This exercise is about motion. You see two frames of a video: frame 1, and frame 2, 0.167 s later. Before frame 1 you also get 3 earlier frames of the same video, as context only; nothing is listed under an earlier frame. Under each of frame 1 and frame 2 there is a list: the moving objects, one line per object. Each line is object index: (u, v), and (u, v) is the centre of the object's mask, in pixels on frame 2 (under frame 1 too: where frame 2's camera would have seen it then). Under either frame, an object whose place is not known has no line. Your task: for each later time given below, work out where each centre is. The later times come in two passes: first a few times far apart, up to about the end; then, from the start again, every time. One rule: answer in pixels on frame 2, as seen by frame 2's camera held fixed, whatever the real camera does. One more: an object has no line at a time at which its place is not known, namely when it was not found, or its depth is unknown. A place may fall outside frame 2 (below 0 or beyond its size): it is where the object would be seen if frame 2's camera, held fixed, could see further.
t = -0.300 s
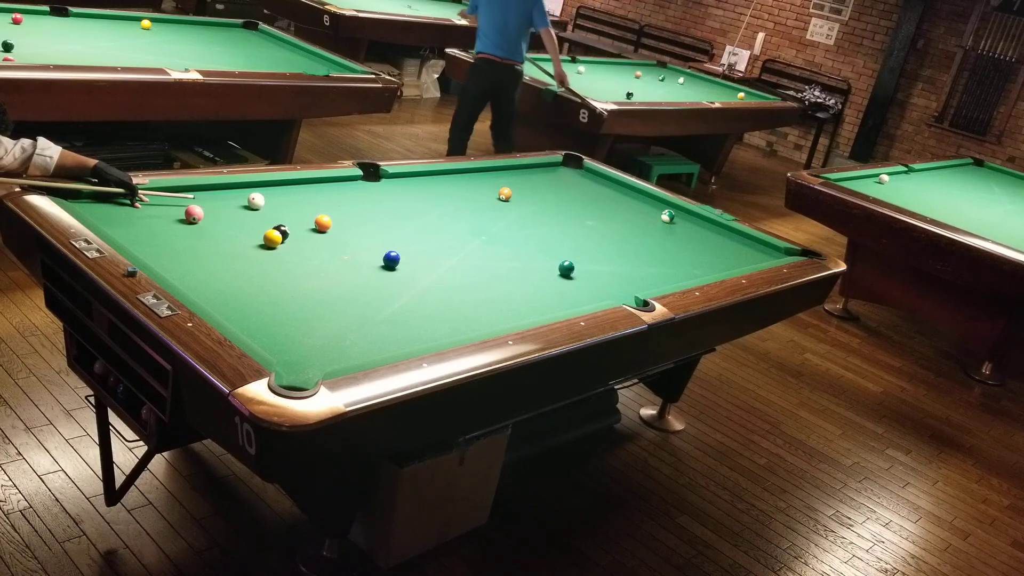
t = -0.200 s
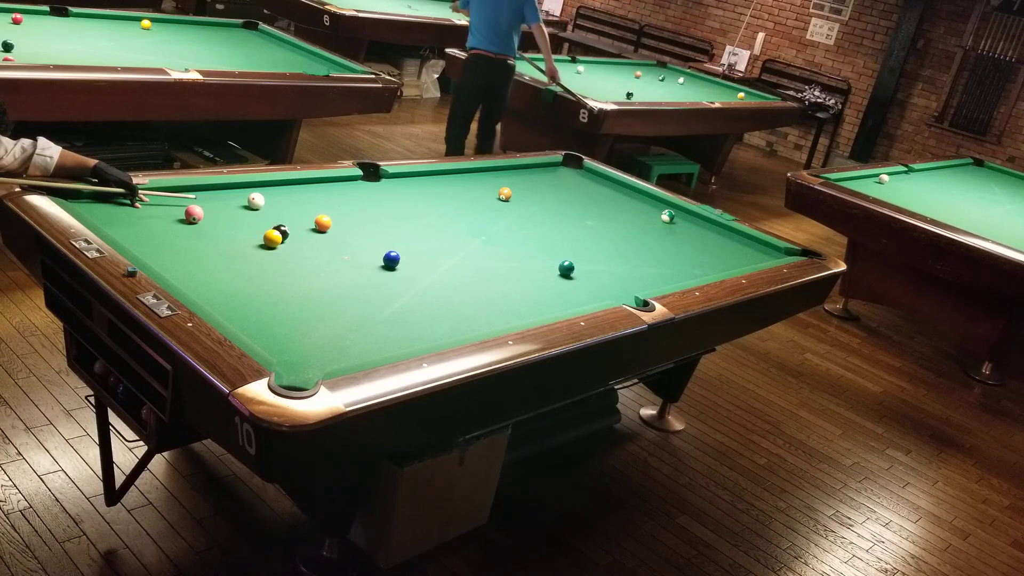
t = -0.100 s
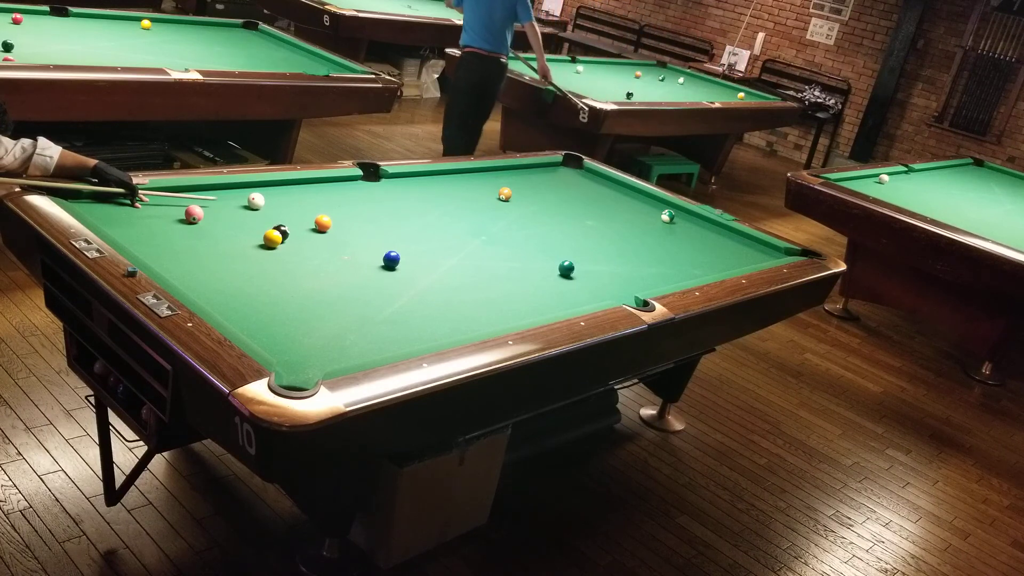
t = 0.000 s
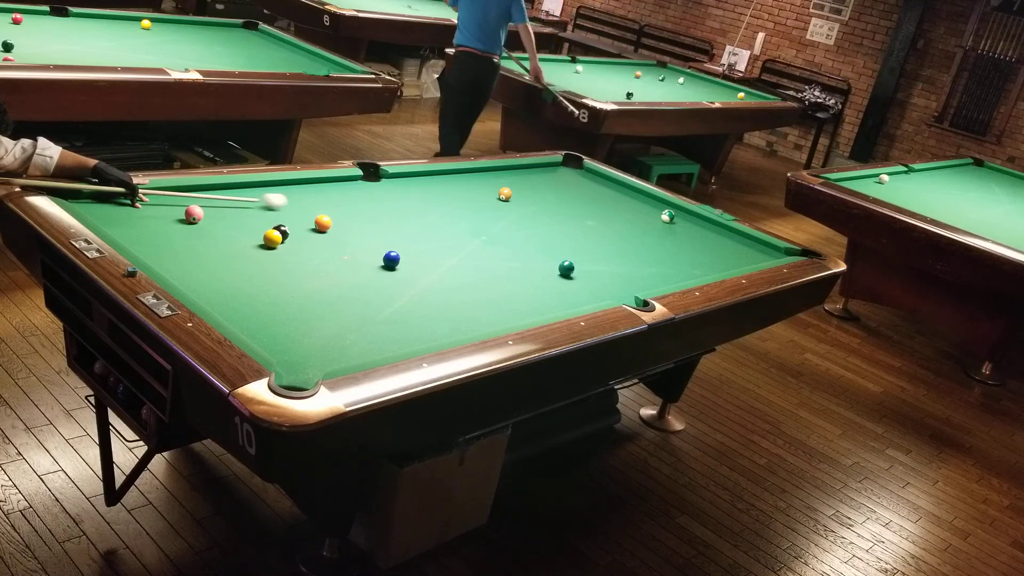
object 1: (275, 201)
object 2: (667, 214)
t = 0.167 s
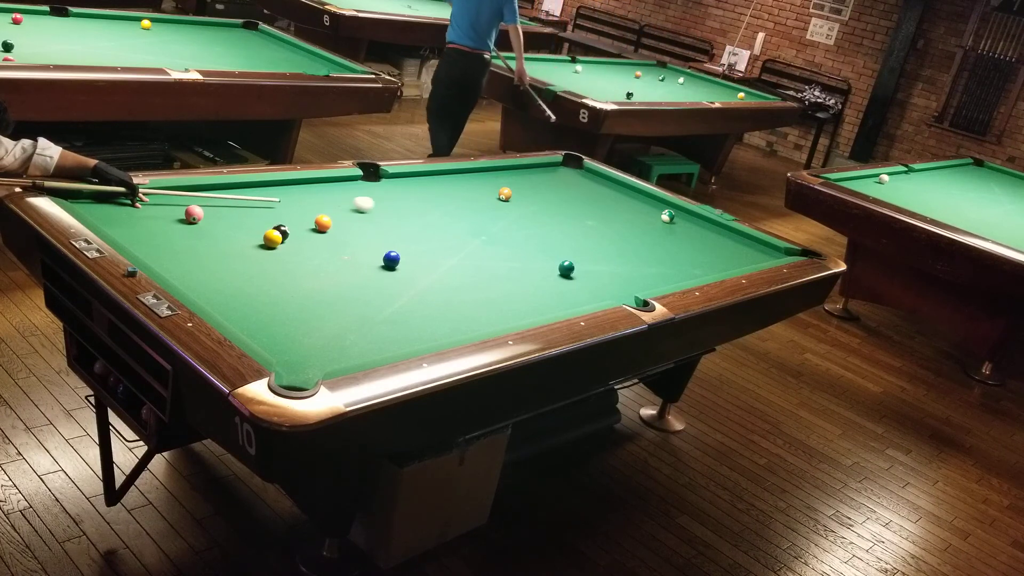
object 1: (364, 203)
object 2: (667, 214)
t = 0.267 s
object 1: (406, 205)
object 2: (667, 214)
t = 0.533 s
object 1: (507, 208)
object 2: (667, 214)
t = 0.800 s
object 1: (596, 211)
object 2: (667, 214)
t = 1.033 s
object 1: (656, 211)
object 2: (675, 217)
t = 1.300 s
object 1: (660, 203)
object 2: (727, 230)
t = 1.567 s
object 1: (632, 202)
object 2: (756, 242)
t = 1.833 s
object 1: (603, 201)
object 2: (774, 253)
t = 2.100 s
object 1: (575, 201)
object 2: (766, 254)
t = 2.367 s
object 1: (547, 200)
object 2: (747, 249)
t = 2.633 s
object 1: (519, 199)
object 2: (730, 245)
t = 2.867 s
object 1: (494, 198)
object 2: (716, 242)
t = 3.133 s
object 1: (467, 198)
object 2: (702, 239)
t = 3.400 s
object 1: (440, 197)
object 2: (687, 236)
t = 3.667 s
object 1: (414, 196)
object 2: (675, 233)
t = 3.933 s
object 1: (388, 196)
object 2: (665, 231)
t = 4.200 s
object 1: (362, 195)
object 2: (656, 229)
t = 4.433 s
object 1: (340, 194)
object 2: (648, 227)
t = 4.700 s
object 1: (316, 193)
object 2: (642, 225)
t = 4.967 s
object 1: (293, 193)
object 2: (637, 224)
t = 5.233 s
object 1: (270, 192)
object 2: (632, 223)
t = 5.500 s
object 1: (249, 191)
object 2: (629, 223)
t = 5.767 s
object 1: (229, 190)
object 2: (628, 222)
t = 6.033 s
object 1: (210, 190)
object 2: (628, 222)
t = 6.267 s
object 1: (194, 190)
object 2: (628, 222)
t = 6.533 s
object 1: (182, 190)
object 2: (628, 222)
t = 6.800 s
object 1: (173, 192)
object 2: (628, 222)
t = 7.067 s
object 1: (166, 193)
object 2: (628, 222)
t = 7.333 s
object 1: (160, 194)
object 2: (628, 222)
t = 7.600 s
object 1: (156, 195)
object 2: (628, 222)
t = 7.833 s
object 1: (153, 195)
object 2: (628, 222)
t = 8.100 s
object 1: (151, 196)
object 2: (628, 222)
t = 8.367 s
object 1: (152, 196)
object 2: (628, 222)
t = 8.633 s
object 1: (151, 196)
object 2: (628, 222)
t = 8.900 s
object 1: (152, 196)
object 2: (628, 222)
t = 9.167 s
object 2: (628, 222)
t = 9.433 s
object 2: (628, 222)
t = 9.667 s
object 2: (628, 222)
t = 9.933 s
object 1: (152, 196)
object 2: (628, 222)
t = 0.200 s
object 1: (378, 204)
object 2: (667, 214)
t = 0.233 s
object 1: (392, 205)
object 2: (667, 214)
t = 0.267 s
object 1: (406, 205)
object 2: (667, 214)
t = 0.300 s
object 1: (420, 206)
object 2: (667, 214)
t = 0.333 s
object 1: (433, 206)
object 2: (667, 214)
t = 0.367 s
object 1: (446, 206)
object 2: (667, 214)
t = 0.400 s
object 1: (458, 207)
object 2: (667, 214)
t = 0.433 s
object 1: (471, 207)
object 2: (667, 214)
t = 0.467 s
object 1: (483, 207)
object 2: (667, 214)
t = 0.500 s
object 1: (495, 208)
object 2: (667, 214)
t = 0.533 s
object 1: (507, 208)
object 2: (667, 214)
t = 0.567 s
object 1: (519, 209)
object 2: (667, 214)
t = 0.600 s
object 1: (530, 209)
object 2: (667, 214)
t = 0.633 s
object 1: (542, 209)
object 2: (667, 214)
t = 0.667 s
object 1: (553, 210)
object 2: (667, 214)
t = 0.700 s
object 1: (564, 210)
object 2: (667, 214)
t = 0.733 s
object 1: (575, 210)
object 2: (667, 214)
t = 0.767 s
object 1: (585, 210)
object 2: (667, 214)
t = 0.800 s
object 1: (596, 211)
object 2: (667, 214)
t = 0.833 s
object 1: (606, 211)
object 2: (667, 214)
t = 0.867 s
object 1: (616, 211)
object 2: (668, 214)
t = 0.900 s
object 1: (626, 211)
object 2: (667, 214)
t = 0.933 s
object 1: (636, 212)
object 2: (667, 215)
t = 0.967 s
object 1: (646, 212)
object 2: (667, 215)
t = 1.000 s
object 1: (654, 212)
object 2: (668, 215)
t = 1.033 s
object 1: (656, 211)
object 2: (675, 217)
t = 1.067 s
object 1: (658, 209)
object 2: (683, 219)
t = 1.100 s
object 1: (660, 207)
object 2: (690, 220)
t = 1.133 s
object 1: (663, 206)
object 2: (697, 222)
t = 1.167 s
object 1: (665, 205)
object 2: (703, 223)
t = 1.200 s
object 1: (668, 203)
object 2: (709, 226)
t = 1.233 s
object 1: (667, 203)
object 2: (715, 227)
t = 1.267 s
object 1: (663, 203)
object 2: (721, 229)
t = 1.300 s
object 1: (660, 203)
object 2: (727, 230)
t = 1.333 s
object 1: (657, 203)
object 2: (732, 231)
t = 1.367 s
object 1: (653, 203)
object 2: (739, 233)
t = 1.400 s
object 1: (649, 203)
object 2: (745, 234)
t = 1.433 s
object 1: (646, 202)
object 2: (748, 236)
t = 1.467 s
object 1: (642, 202)
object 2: (750, 238)
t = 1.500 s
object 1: (638, 202)
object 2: (752, 239)
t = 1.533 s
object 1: (635, 202)
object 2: (754, 241)
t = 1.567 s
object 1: (632, 202)
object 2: (756, 242)
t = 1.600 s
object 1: (628, 202)
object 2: (759, 244)
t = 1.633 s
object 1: (624, 202)
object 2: (761, 245)
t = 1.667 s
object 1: (621, 202)
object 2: (764, 246)
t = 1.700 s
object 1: (617, 202)
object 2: (765, 247)
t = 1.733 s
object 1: (614, 201)
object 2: (767, 249)
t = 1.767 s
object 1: (610, 201)
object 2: (770, 250)
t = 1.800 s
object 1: (607, 201)
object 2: (771, 251)
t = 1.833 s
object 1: (603, 201)
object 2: (774, 253)
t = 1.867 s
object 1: (599, 201)
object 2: (776, 254)
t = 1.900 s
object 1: (596, 201)
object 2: (779, 254)
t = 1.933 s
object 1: (592, 201)
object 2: (779, 254)
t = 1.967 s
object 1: (589, 201)
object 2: (776, 254)
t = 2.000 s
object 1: (585, 201)
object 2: (773, 254)
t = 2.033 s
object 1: (582, 201)
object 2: (770, 254)
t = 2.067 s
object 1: (578, 201)
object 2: (768, 254)
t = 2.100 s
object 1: (575, 201)
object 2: (766, 254)
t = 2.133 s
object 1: (571, 200)
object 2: (764, 254)
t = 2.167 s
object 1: (568, 201)
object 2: (762, 253)
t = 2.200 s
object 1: (564, 200)
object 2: (759, 252)
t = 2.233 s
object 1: (561, 200)
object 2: (756, 251)
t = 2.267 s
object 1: (557, 200)
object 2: (753, 251)
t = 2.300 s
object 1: (554, 200)
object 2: (751, 250)
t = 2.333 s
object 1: (550, 200)
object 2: (749, 250)
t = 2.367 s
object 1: (547, 200)
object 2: (747, 249)
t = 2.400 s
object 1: (543, 200)
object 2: (745, 249)
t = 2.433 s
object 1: (540, 200)
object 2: (744, 248)
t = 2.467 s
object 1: (536, 200)
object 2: (741, 247)
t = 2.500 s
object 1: (533, 199)
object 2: (738, 246)
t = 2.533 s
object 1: (529, 200)
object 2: (736, 246)
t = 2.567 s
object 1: (526, 200)
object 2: (734, 246)
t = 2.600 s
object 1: (522, 199)
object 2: (731, 246)
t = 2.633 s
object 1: (519, 199)
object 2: (730, 245)
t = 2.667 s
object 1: (515, 199)
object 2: (728, 245)
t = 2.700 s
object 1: (512, 199)
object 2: (726, 245)
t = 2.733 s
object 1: (509, 199)
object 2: (724, 244)
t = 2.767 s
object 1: (505, 199)
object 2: (722, 243)
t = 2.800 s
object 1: (501, 199)
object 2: (720, 243)
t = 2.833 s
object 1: (498, 199)
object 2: (718, 242)
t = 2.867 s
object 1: (494, 198)
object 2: (716, 242)
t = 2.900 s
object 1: (491, 198)
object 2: (713, 241)
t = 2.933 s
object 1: (488, 198)
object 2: (711, 241)
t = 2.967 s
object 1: (484, 198)
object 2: (709, 241)
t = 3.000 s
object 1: (481, 198)
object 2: (708, 240)
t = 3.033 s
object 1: (478, 198)
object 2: (706, 240)
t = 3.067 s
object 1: (474, 198)
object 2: (705, 239)
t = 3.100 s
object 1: (471, 198)
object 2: (703, 239)
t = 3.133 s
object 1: (467, 198)
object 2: (702, 239)
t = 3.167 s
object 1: (464, 198)
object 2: (700, 238)
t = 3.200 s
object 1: (460, 198)
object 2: (698, 238)
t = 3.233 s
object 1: (457, 198)
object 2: (696, 238)
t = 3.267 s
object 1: (454, 198)
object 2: (694, 237)
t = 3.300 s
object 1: (450, 198)
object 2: (692, 237)
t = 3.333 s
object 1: (447, 197)
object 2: (690, 237)
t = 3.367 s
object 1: (443, 197)
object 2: (689, 236)
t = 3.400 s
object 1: (440, 197)
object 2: (687, 236)
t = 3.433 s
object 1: (437, 197)
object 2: (686, 236)
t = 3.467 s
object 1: (434, 197)
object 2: (684, 235)
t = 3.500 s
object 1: (431, 197)
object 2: (683, 235)
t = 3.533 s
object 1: (427, 197)
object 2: (682, 235)
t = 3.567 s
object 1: (424, 197)
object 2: (680, 234)
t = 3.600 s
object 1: (420, 197)
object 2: (679, 234)
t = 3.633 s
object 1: (417, 197)
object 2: (677, 233)
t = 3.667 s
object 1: (414, 196)
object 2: (675, 233)
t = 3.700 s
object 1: (410, 196)
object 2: (674, 232)
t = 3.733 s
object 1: (407, 196)
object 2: (672, 232)
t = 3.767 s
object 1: (404, 196)
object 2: (671, 232)
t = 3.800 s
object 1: (401, 196)
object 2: (669, 232)
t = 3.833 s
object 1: (397, 196)
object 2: (668, 232)
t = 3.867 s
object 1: (394, 196)
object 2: (667, 231)
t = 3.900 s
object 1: (391, 196)
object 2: (666, 231)
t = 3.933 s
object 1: (388, 196)
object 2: (665, 231)
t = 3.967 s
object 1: (384, 196)
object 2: (663, 231)
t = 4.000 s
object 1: (381, 196)
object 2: (663, 230)
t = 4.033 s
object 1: (378, 195)
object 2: (661, 230)
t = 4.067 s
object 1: (375, 195)
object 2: (660, 229)
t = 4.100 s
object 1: (371, 195)
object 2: (659, 230)
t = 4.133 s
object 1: (368, 195)
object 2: (658, 229)
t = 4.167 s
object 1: (365, 195)
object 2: (657, 229)
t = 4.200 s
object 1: (362, 195)
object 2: (656, 229)
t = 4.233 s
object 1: (359, 195)
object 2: (655, 229)
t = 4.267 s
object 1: (356, 194)
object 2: (653, 228)
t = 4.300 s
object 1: (353, 194)
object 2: (652, 228)
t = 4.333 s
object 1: (349, 195)
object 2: (651, 228)
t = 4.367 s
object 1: (346, 194)
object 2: (650, 228)
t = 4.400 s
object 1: (343, 194)
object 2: (649, 227)
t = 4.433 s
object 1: (340, 194)
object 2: (648, 227)
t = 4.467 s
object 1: (337, 194)
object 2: (647, 227)
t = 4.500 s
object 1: (334, 194)
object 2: (647, 227)
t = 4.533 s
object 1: (331, 194)
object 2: (646, 227)
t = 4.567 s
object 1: (328, 194)
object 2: (645, 227)
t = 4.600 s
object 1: (325, 194)
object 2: (644, 226)
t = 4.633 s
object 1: (322, 194)
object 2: (643, 226)
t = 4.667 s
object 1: (319, 193)
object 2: (642, 226)
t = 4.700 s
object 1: (316, 193)
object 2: (642, 225)
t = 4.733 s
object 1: (313, 193)
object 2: (641, 225)
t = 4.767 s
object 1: (310, 193)
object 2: (641, 225)
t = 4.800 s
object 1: (307, 193)
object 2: (640, 225)
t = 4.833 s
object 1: (304, 193)
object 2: (639, 225)
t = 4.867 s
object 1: (301, 193)
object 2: (638, 224)
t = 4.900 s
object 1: (298, 193)
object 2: (638, 225)
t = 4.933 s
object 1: (296, 193)
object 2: (637, 224)
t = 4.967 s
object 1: (293, 193)
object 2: (637, 224)
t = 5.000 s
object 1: (290, 193)
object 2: (636, 224)
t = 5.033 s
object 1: (287, 192)
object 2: (635, 224)
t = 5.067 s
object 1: (284, 192)
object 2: (635, 224)
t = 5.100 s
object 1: (281, 192)
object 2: (634, 224)
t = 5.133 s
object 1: (278, 192)
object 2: (634, 224)
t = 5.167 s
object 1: (276, 192)
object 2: (633, 223)
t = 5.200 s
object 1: (273, 192)
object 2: (633, 223)
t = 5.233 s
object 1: (270, 192)
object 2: (632, 223)
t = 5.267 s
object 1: (267, 192)
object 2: (632, 223)
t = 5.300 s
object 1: (264, 192)
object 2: (631, 223)
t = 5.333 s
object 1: (262, 191)
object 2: (631, 223)
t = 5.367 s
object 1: (259, 191)
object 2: (631, 223)
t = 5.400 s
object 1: (257, 191)
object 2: (630, 223)
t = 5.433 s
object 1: (254, 192)
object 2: (630, 223)
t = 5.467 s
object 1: (251, 191)
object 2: (630, 223)
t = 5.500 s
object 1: (249, 191)
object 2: (629, 223)
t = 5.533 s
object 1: (246, 191)
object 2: (629, 222)
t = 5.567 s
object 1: (244, 191)
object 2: (629, 222)
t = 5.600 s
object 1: (241, 191)
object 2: (629, 222)
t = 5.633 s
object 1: (239, 191)
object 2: (628, 222)
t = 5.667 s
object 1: (236, 191)
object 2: (628, 222)
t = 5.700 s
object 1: (233, 191)
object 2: (628, 222)
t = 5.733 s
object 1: (231, 191)
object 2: (628, 222)
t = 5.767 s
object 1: (229, 190)
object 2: (628, 222)
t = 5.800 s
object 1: (226, 190)
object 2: (628, 222)
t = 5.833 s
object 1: (224, 190)
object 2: (628, 222)
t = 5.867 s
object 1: (221, 190)
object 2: (628, 222)
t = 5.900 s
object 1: (219, 190)
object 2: (628, 222)
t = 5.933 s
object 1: (217, 190)
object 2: (628, 222)
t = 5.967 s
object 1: (214, 190)
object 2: (628, 222)
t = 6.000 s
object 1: (212, 190)
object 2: (628, 222)
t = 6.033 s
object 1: (210, 190)
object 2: (628, 222)
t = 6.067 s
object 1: (207, 190)
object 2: (628, 222)
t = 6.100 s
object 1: (205, 190)
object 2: (628, 222)
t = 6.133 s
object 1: (203, 189)
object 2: (628, 222)
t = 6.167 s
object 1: (201, 190)
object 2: (628, 222)
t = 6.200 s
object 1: (199, 190)
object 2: (628, 222)
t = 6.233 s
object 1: (197, 189)
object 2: (628, 222)
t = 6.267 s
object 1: (194, 190)
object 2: (628, 222)
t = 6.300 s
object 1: (192, 189)
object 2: (628, 222)
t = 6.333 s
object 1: (190, 189)
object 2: (628, 222)
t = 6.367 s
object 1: (188, 189)
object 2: (628, 222)
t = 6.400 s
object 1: (187, 189)
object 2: (628, 222)
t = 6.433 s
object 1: (186, 190)
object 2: (628, 222)
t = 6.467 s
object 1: (184, 190)
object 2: (628, 222)
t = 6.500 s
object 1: (183, 190)
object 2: (628, 222)
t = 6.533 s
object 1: (182, 190)
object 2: (628, 222)
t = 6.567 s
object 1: (181, 191)
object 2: (628, 222)
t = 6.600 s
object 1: (179, 191)
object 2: (628, 222)
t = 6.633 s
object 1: (179, 191)
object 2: (628, 222)
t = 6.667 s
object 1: (177, 191)
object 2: (628, 222)
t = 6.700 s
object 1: (177, 191)
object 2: (628, 222)
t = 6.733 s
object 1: (176, 191)
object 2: (628, 222)
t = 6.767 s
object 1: (174, 191)
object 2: (628, 222)
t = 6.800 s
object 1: (173, 192)
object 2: (628, 222)
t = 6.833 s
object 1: (173, 192)
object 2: (628, 222)
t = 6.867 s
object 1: (172, 192)
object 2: (628, 222)
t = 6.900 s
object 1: (171, 192)
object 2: (628, 222)
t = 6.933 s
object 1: (169, 192)
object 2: (628, 222)
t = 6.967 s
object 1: (169, 192)
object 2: (628, 222)
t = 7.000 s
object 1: (168, 192)
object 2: (628, 222)
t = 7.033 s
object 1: (167, 193)
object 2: (628, 222)
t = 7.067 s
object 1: (166, 193)
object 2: (628, 222)
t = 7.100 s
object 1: (165, 193)
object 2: (628, 222)
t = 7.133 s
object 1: (165, 193)
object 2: (628, 222)
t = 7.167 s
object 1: (164, 193)
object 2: (628, 222)
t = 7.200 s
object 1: (163, 193)
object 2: (628, 222)
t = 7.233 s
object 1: (162, 193)
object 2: (628, 222)
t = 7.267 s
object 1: (162, 194)
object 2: (628, 222)
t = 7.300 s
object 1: (161, 194)
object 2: (628, 222)
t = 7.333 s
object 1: (160, 194)
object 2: (628, 222)
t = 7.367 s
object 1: (160, 194)
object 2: (628, 222)
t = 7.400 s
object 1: (159, 194)
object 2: (628, 222)
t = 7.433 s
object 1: (158, 194)
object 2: (628, 222)
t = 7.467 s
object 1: (158, 194)
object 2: (628, 222)
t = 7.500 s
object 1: (157, 195)
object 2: (628, 222)
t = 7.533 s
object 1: (157, 194)
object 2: (628, 222)
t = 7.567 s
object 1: (156, 195)
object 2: (628, 222)
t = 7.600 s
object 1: (156, 195)
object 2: (628, 222)
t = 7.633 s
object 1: (155, 195)
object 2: (628, 222)
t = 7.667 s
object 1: (155, 195)
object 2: (628, 222)
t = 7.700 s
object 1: (154, 195)
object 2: (628, 222)
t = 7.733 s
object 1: (154, 195)
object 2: (628, 222)
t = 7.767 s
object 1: (154, 195)
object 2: (628, 222)
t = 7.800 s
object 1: (153, 195)
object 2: (628, 222)
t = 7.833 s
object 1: (153, 195)
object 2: (628, 222)
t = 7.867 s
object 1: (153, 196)
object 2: (628, 222)
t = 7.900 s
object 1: (153, 195)
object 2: (628, 222)
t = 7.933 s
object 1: (152, 196)
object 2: (628, 222)
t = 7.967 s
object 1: (152, 196)
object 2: (628, 222)
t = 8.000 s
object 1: (152, 196)
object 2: (628, 222)
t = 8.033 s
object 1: (152, 196)
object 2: (628, 222)
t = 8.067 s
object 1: (152, 196)
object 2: (628, 222)
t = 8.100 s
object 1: (151, 196)
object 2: (628, 222)
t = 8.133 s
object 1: (151, 196)
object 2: (628, 222)
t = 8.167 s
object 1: (151, 196)
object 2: (628, 222)
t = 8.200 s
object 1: (151, 196)
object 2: (628, 222)
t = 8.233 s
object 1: (151, 196)
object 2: (628, 222)
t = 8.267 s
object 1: (151, 196)
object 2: (628, 222)
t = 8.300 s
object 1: (151, 196)
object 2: (628, 222)
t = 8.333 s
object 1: (151, 196)
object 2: (628, 222)
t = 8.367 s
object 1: (152, 196)
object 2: (628, 222)
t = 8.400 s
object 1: (152, 196)
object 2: (628, 222)
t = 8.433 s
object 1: (152, 196)
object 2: (628, 222)
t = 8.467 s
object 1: (152, 196)
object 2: (628, 222)
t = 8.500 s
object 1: (152, 196)
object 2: (628, 222)
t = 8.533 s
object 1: (151, 196)
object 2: (628, 222)
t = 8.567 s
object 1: (152, 196)
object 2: (628, 222)
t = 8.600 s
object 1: (153, 196)
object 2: (628, 222)
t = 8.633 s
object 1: (151, 196)
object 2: (628, 222)
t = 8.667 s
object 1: (151, 196)
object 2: (628, 222)
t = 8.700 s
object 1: (152, 196)
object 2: (628, 222)
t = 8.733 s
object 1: (151, 196)
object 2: (628, 222)
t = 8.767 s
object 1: (151, 196)
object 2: (628, 222)
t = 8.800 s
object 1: (152, 196)
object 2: (628, 222)
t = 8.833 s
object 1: (151, 196)
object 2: (628, 222)
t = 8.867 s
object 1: (151, 196)
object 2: (628, 222)
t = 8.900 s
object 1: (152, 196)
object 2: (628, 222)
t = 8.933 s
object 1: (158, 194)
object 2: (628, 222)
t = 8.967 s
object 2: (628, 222)
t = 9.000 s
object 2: (628, 222)
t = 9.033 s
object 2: (628, 222)
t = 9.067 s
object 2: (628, 222)
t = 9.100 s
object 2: (628, 222)
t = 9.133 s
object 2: (628, 222)
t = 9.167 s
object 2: (628, 222)
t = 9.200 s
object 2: (628, 222)
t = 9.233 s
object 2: (628, 222)
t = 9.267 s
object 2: (628, 222)
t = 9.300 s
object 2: (628, 222)
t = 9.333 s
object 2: (628, 222)
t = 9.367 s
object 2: (628, 222)
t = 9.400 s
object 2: (628, 222)
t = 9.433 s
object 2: (628, 222)
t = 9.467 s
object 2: (628, 222)
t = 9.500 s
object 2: (628, 222)
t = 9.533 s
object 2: (628, 222)
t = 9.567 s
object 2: (628, 222)
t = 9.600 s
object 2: (628, 222)
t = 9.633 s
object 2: (628, 222)
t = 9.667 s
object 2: (628, 222)
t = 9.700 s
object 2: (628, 222)
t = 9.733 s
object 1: (156, 195)
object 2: (628, 222)
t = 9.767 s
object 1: (152, 196)
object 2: (628, 222)
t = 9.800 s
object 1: (152, 196)
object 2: (628, 222)
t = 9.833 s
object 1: (152, 196)
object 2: (628, 222)
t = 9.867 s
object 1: (152, 196)
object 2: (628, 222)
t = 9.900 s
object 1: (152, 196)
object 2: (628, 222)
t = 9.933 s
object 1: (152, 196)
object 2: (628, 222)
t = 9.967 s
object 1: (152, 196)
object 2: (628, 222)
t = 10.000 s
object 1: (152, 196)
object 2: (628, 222)
